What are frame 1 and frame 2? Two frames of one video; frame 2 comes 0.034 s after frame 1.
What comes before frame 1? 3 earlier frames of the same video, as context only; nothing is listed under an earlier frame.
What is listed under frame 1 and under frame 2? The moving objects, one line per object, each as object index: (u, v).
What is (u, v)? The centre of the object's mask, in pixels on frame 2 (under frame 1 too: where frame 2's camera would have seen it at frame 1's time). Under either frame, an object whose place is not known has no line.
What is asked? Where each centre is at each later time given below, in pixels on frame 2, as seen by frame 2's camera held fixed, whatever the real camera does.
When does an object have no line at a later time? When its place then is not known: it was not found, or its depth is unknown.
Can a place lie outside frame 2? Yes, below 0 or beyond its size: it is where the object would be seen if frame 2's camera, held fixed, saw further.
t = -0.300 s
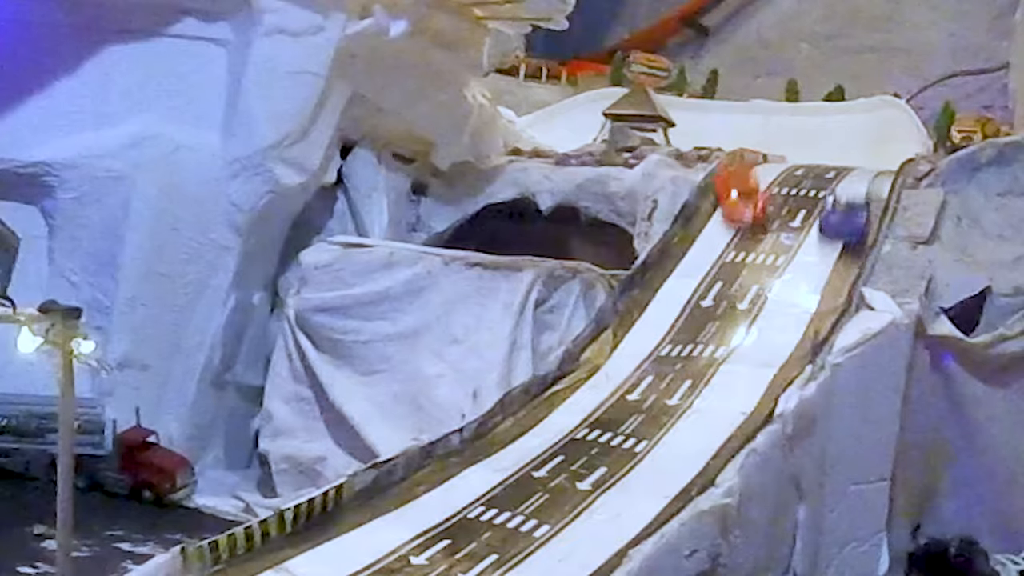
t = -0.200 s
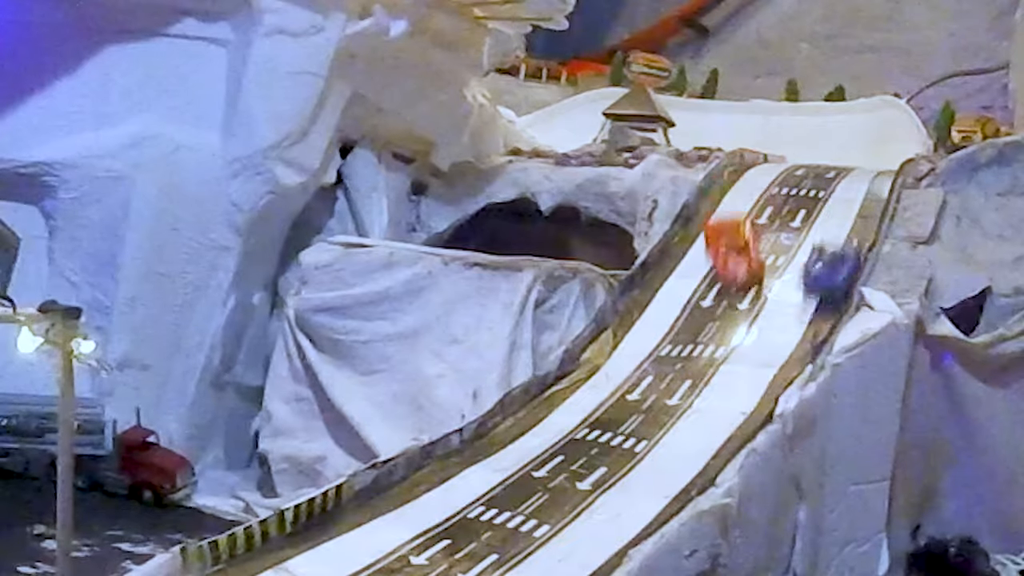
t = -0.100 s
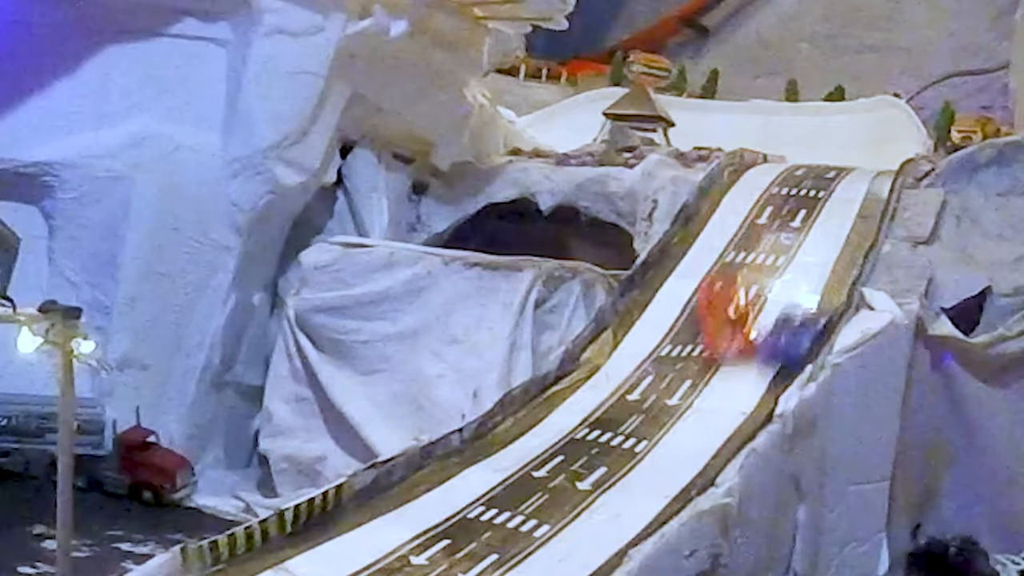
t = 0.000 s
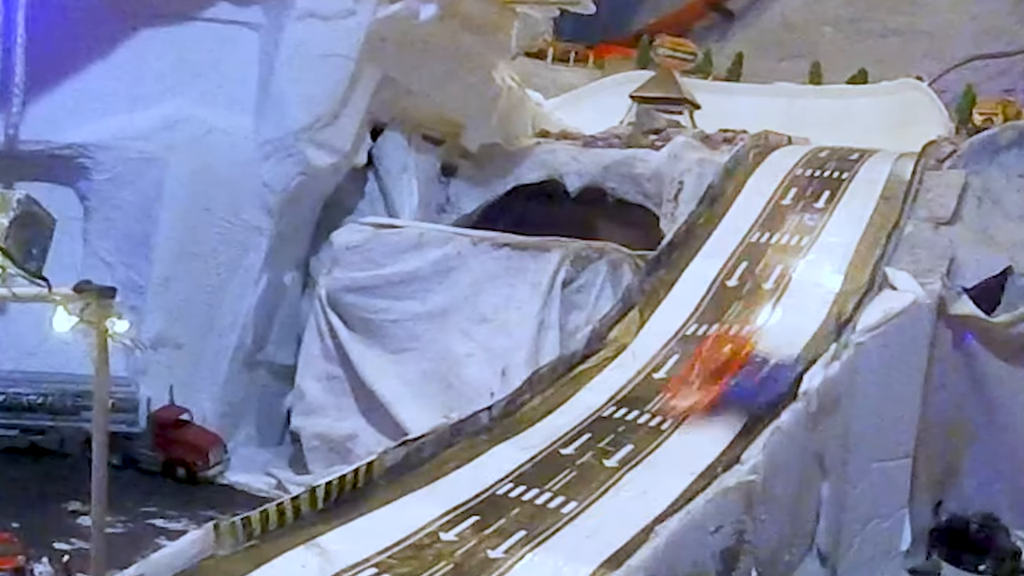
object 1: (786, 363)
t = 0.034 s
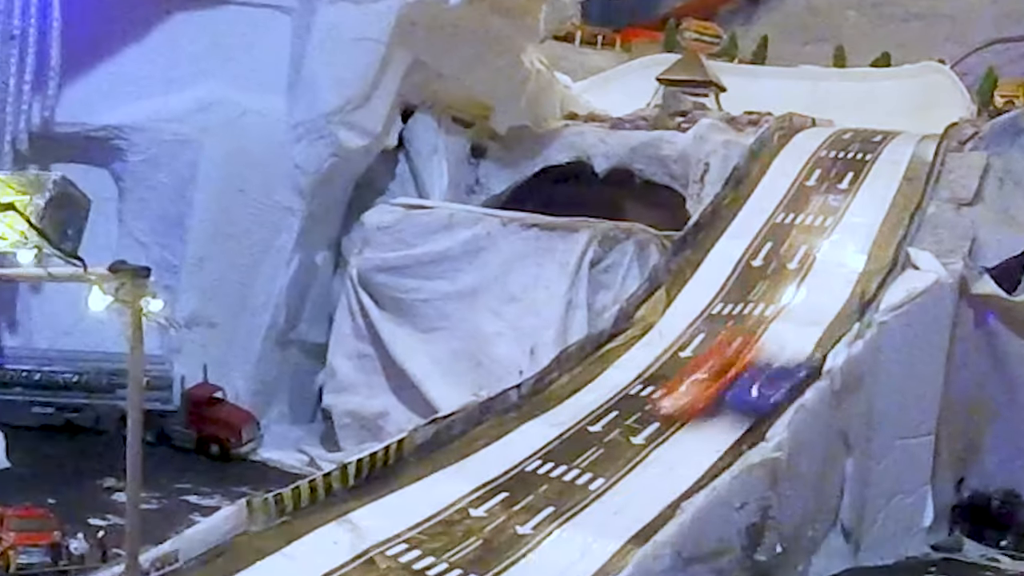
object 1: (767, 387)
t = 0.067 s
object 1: (741, 412)
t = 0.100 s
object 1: (711, 435)
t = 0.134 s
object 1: (679, 459)
